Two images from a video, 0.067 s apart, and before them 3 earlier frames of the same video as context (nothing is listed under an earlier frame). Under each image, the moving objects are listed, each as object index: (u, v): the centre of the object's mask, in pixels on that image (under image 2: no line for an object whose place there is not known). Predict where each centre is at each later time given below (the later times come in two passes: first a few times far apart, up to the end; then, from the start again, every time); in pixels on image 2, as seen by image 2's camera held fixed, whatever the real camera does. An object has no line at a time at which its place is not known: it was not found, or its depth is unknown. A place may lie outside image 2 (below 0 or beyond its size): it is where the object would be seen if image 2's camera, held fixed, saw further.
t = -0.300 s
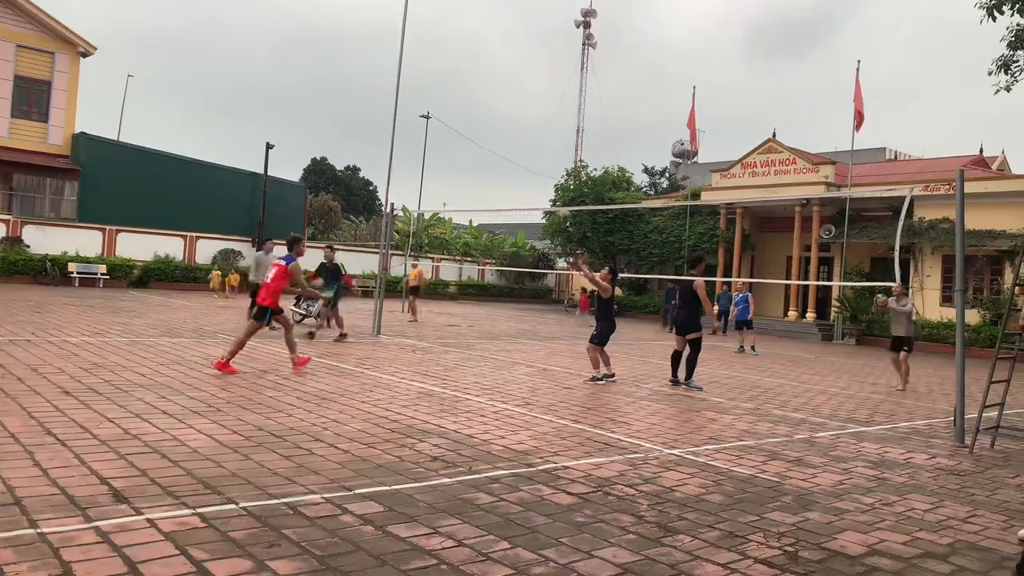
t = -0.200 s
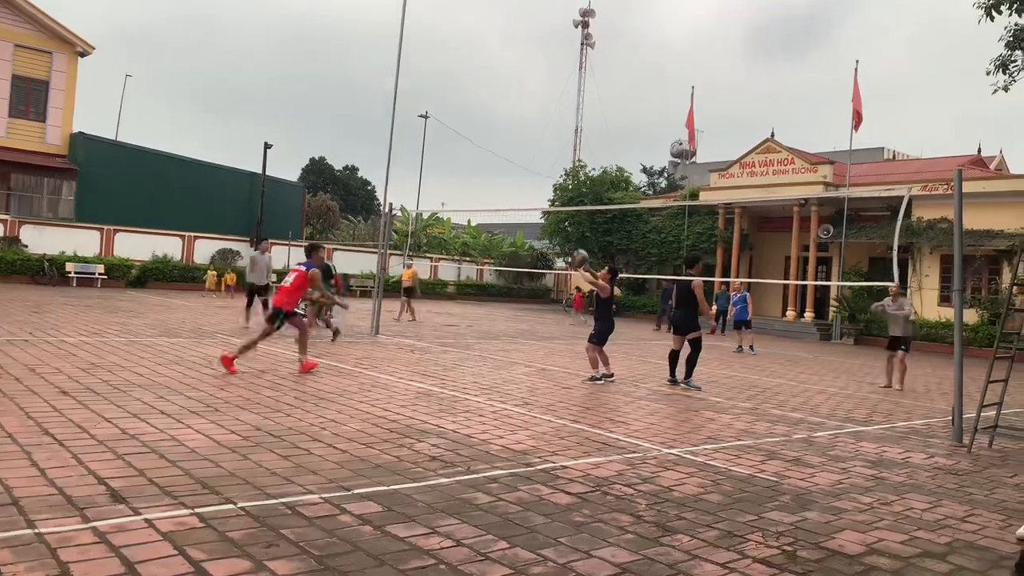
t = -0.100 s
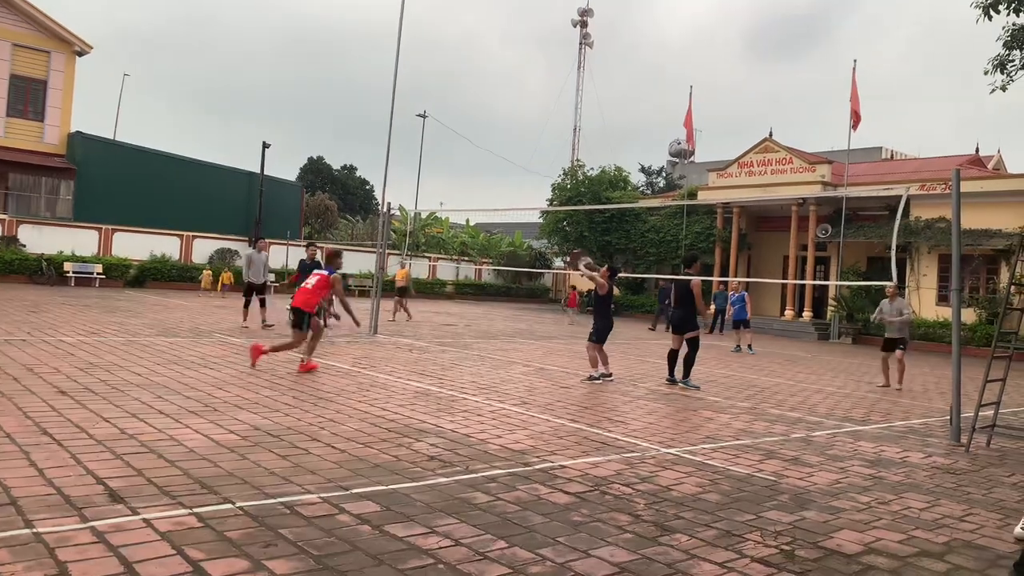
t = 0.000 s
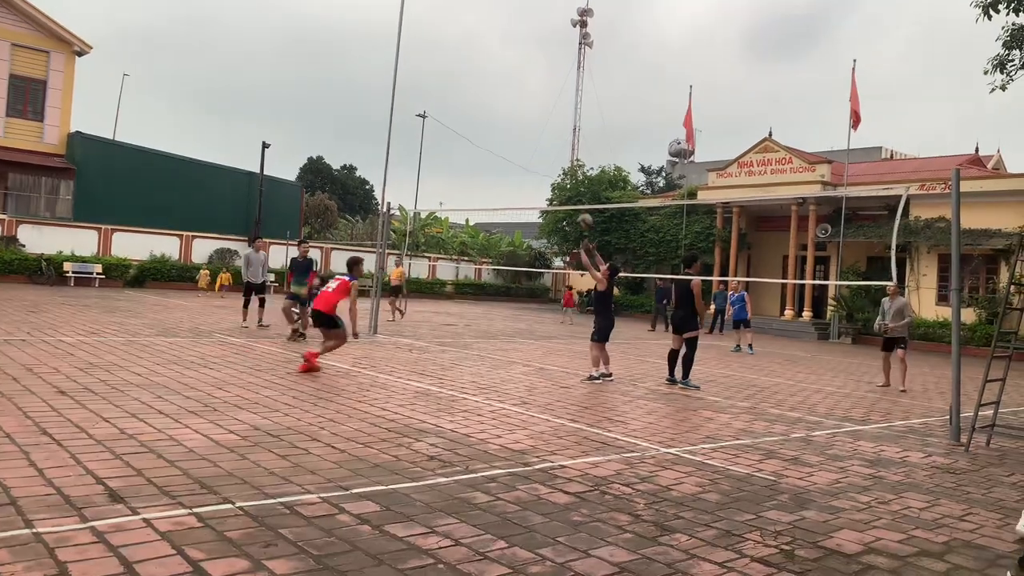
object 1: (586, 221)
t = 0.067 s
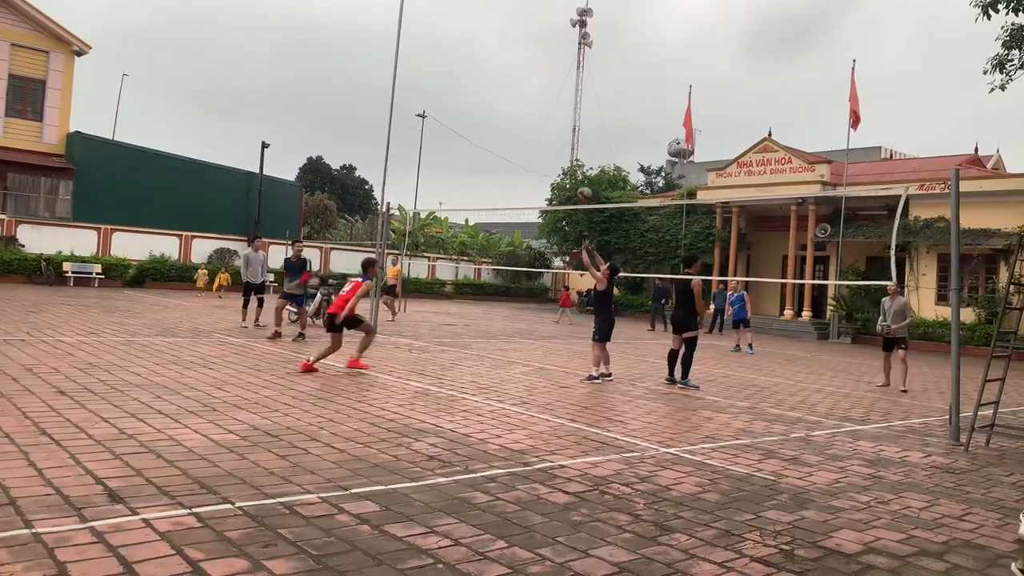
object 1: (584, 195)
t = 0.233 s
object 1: (583, 143)
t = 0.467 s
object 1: (579, 106)
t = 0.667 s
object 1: (573, 106)
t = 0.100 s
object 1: (585, 182)
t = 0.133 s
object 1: (585, 171)
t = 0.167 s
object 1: (583, 161)
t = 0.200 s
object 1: (583, 152)
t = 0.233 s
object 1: (583, 143)
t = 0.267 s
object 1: (583, 135)
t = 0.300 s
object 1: (582, 129)
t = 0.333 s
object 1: (582, 123)
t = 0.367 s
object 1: (581, 117)
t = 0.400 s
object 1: (580, 113)
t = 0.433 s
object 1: (580, 109)
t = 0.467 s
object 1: (579, 106)
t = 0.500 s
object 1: (578, 104)
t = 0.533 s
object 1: (577, 103)
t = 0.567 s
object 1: (576, 102)
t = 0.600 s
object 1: (575, 103)
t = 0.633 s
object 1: (574, 104)
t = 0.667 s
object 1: (573, 106)
